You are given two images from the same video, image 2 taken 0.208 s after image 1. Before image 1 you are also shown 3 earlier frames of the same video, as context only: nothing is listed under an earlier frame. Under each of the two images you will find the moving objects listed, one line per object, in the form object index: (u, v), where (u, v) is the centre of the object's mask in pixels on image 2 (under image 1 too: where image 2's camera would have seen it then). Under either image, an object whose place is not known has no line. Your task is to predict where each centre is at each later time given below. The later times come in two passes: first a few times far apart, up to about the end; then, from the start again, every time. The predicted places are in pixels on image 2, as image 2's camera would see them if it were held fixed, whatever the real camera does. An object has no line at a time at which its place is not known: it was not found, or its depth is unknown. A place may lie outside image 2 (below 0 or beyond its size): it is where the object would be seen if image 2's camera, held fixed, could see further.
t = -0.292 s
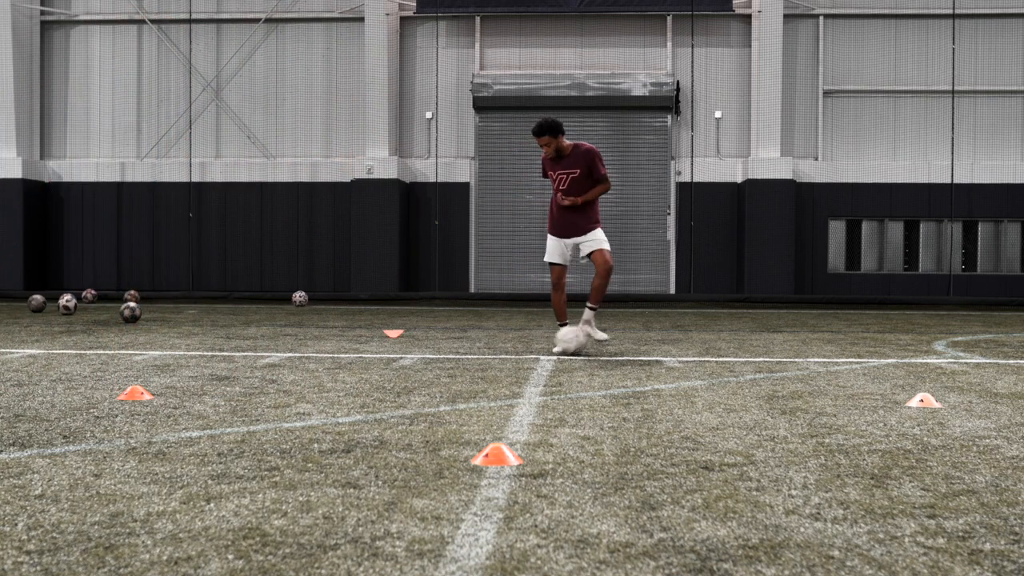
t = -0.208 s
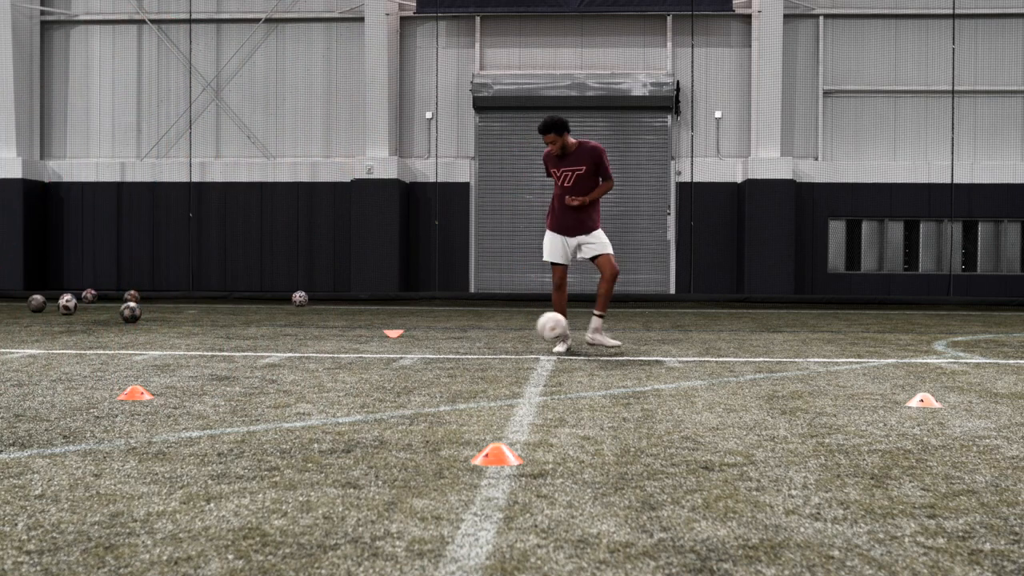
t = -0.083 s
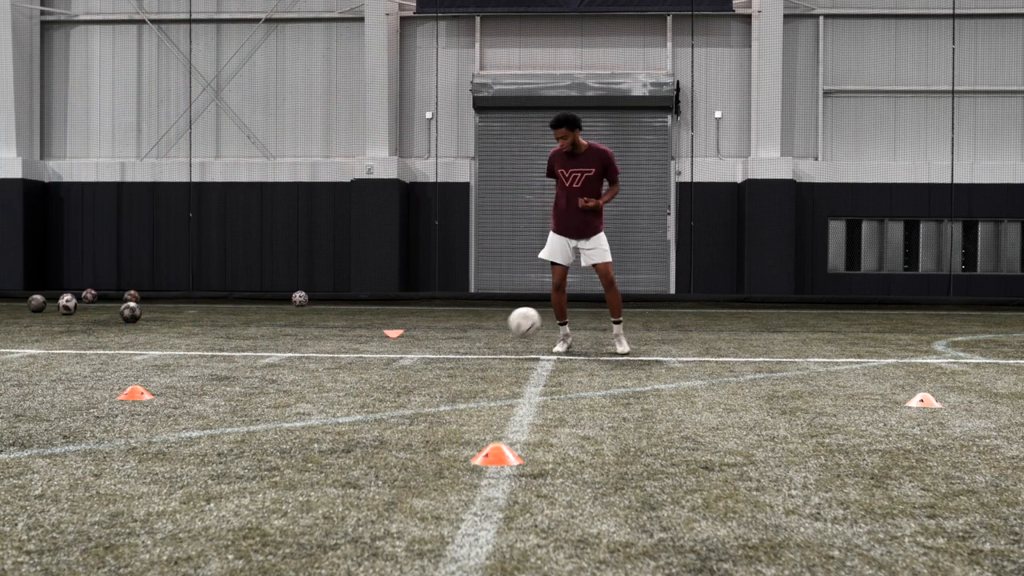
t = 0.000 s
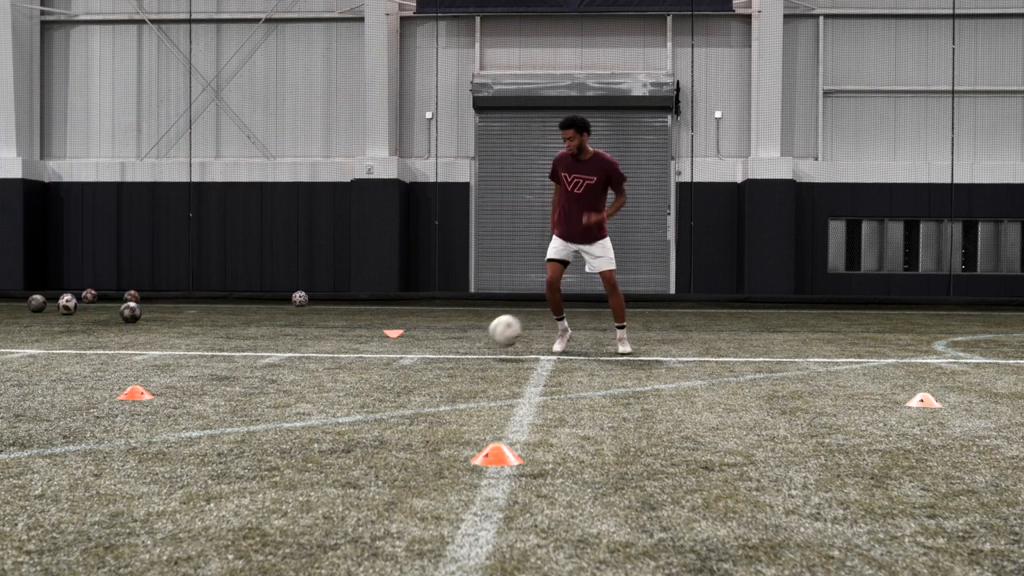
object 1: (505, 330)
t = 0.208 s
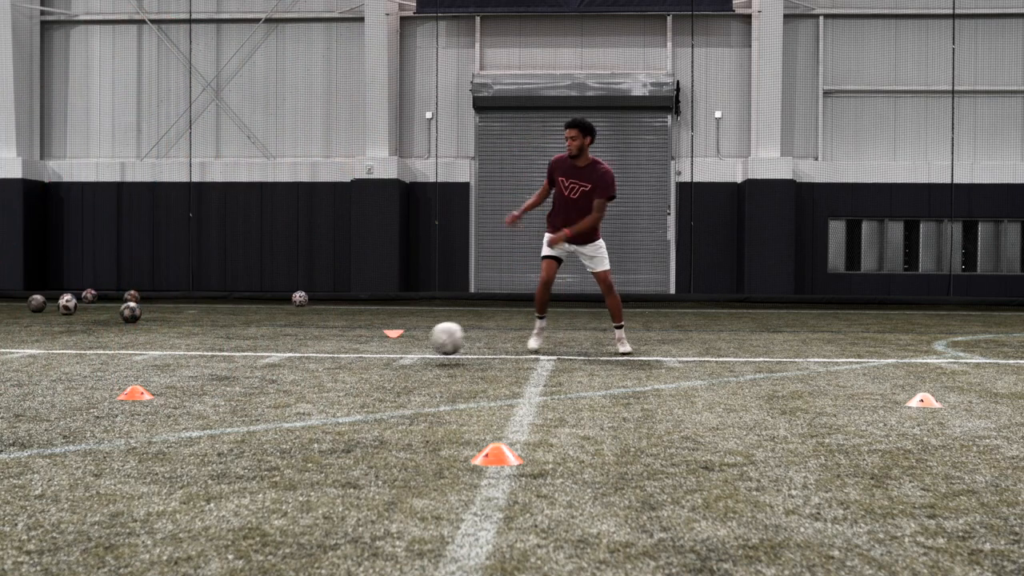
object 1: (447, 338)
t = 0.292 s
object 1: (421, 347)
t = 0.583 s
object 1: (333, 352)
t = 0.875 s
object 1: (234, 359)
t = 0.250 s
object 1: (435, 340)
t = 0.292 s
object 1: (421, 347)
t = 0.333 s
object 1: (408, 349)
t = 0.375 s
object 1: (396, 345)
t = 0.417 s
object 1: (384, 344)
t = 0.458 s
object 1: (372, 347)
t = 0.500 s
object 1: (359, 352)
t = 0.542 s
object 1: (346, 352)
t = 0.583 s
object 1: (333, 352)
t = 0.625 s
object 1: (319, 355)
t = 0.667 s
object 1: (305, 356)
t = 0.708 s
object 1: (291, 355)
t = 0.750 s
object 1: (277, 357)
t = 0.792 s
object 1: (263, 358)
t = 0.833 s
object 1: (249, 360)
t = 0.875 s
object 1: (234, 359)
